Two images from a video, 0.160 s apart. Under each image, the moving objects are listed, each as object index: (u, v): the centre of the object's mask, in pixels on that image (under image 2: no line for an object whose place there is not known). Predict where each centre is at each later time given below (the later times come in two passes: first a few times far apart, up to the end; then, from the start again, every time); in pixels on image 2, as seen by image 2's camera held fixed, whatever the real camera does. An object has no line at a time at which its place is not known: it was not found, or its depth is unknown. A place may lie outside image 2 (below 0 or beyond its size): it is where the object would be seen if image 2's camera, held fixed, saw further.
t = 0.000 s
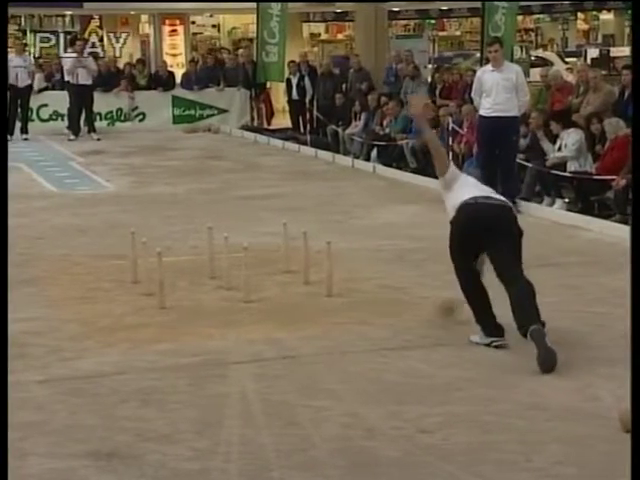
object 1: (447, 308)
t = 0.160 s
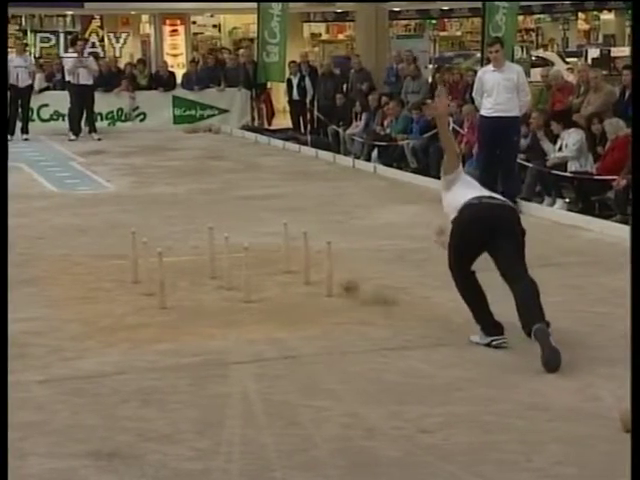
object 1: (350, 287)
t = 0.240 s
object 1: (324, 278)
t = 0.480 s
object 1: (296, 261)
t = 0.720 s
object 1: (291, 245)
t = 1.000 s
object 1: (287, 231)
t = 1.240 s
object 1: (285, 221)
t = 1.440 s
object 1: (283, 214)
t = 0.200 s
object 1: (335, 281)
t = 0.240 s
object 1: (324, 278)
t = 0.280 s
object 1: (314, 276)
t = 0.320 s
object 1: (308, 273)
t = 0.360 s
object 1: (303, 270)
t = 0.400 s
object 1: (299, 267)
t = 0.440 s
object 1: (297, 263)
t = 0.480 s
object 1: (296, 261)
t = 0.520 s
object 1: (295, 258)
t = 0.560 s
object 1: (296, 255)
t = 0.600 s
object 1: (294, 253)
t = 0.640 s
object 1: (293, 250)
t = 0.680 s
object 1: (292, 247)
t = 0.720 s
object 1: (291, 245)
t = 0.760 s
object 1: (290, 243)
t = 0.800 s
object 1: (290, 241)
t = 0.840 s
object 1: (289, 238)
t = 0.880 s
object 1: (288, 235)
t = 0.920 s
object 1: (288, 234)
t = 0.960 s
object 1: (287, 233)
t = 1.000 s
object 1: (287, 231)
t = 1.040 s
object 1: (287, 228)
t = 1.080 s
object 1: (287, 228)
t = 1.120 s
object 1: (286, 225)
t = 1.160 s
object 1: (285, 223)
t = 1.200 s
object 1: (285, 223)
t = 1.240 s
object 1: (285, 221)
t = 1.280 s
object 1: (285, 219)
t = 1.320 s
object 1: (284, 218)
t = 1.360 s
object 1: (284, 217)
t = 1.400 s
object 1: (284, 216)
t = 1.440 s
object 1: (283, 214)
